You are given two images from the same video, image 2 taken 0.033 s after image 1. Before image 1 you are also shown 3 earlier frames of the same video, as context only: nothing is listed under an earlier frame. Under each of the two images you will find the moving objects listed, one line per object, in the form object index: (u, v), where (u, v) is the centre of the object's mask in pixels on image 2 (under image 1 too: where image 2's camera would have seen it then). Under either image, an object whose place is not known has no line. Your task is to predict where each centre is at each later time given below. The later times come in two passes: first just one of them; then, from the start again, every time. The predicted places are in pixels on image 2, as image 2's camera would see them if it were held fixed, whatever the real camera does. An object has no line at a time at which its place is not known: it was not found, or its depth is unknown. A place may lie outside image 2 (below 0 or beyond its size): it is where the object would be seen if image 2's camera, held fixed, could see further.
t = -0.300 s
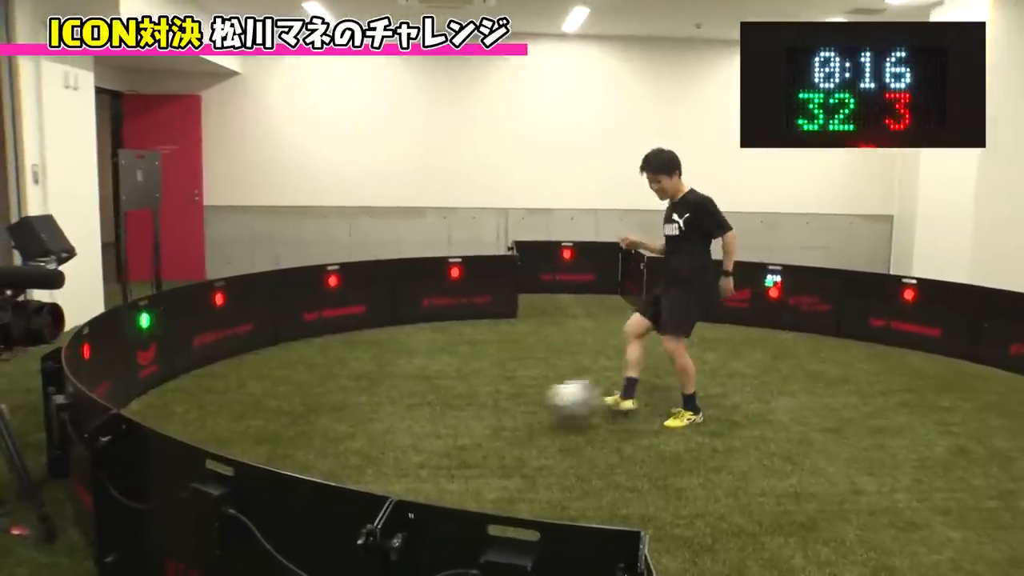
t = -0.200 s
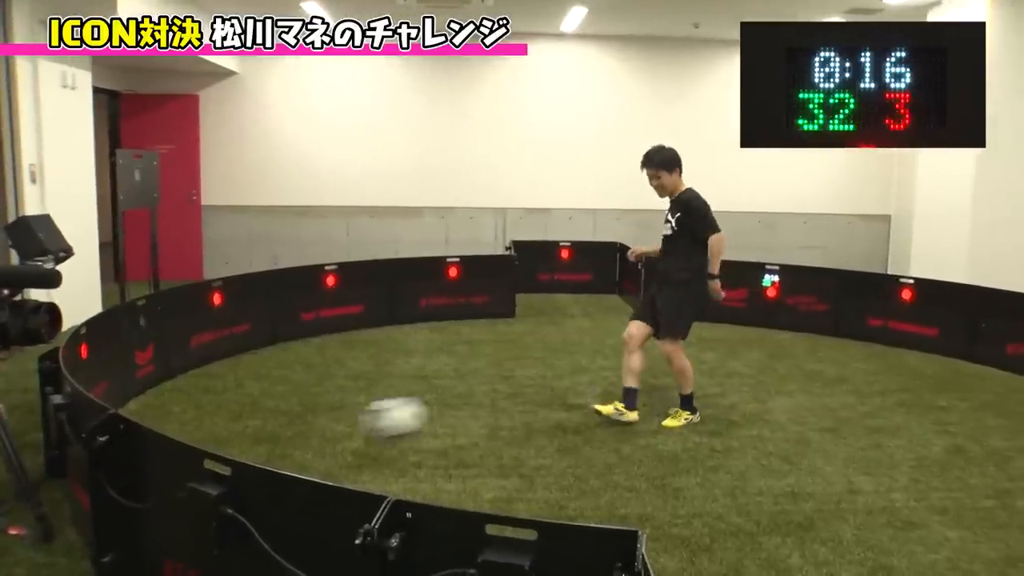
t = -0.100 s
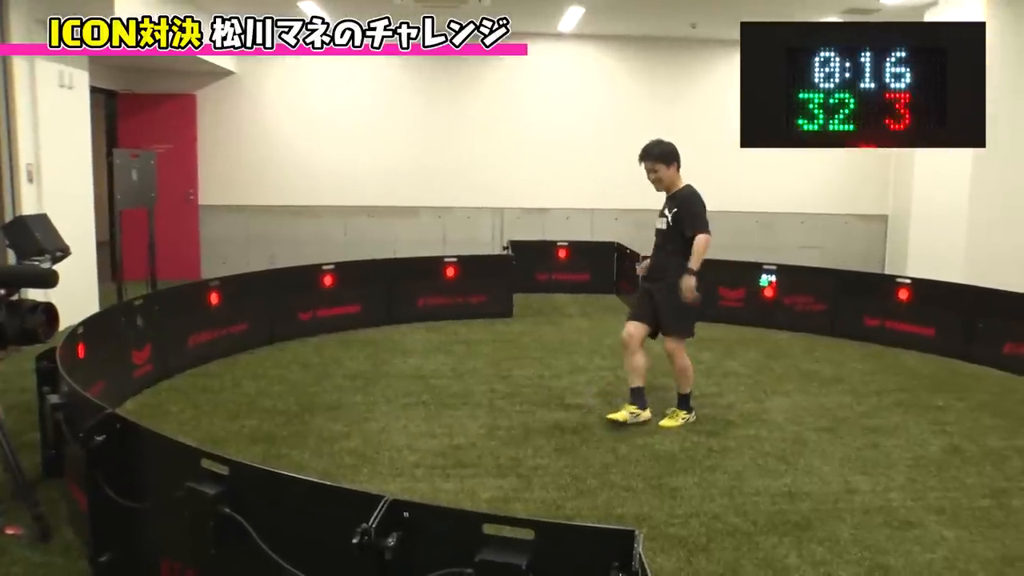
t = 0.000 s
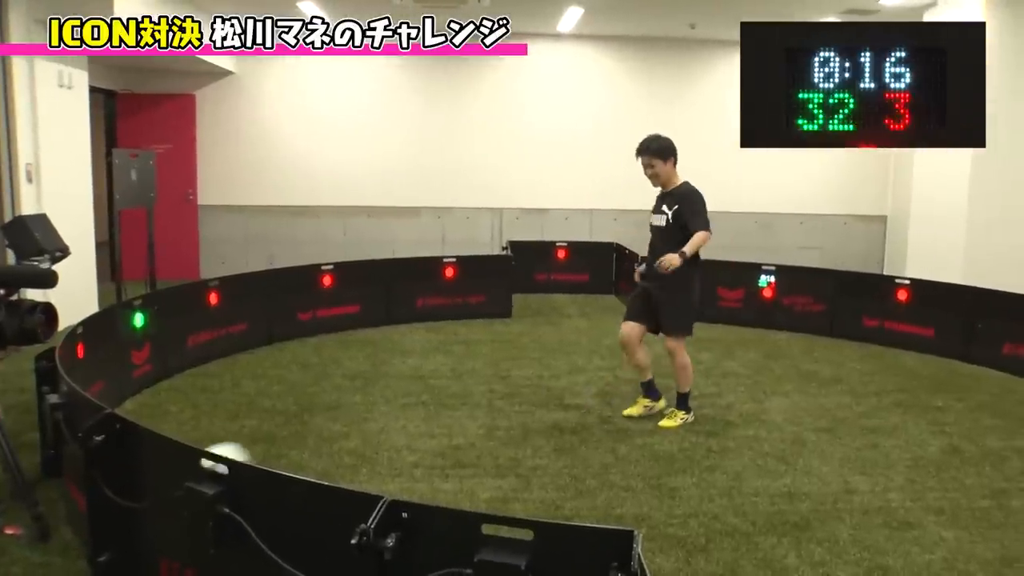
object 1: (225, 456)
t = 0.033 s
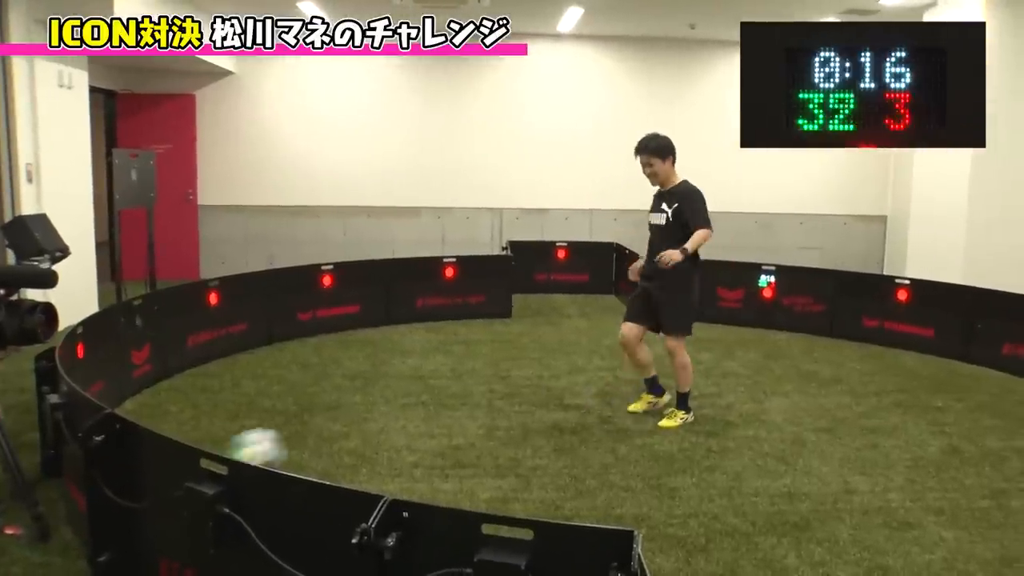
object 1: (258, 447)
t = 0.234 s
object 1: (439, 422)
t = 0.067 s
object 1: (291, 440)
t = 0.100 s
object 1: (325, 431)
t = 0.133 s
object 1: (355, 426)
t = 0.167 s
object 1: (384, 424)
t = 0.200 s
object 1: (413, 422)
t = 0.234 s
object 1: (439, 422)
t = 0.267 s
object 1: (460, 414)
